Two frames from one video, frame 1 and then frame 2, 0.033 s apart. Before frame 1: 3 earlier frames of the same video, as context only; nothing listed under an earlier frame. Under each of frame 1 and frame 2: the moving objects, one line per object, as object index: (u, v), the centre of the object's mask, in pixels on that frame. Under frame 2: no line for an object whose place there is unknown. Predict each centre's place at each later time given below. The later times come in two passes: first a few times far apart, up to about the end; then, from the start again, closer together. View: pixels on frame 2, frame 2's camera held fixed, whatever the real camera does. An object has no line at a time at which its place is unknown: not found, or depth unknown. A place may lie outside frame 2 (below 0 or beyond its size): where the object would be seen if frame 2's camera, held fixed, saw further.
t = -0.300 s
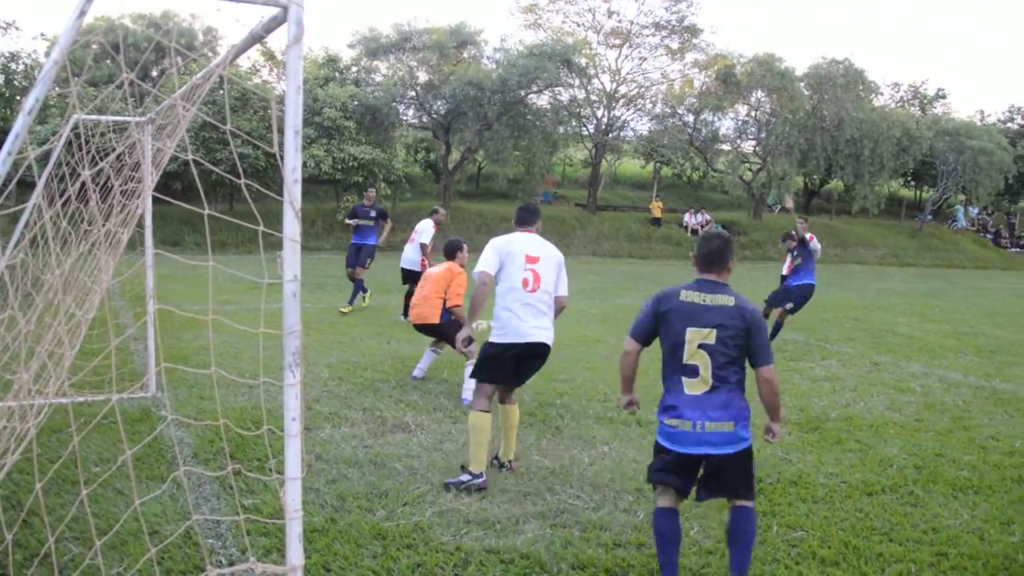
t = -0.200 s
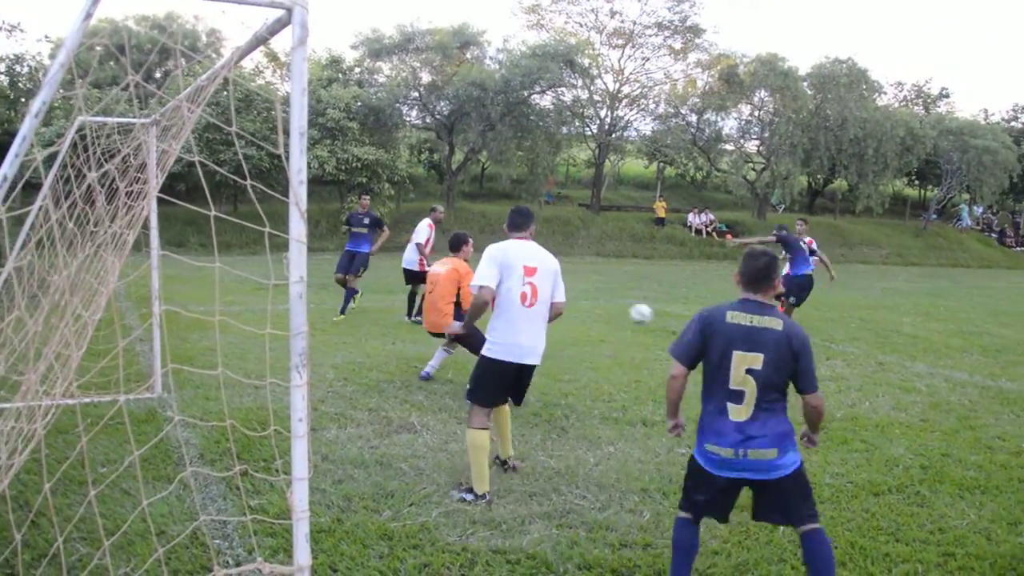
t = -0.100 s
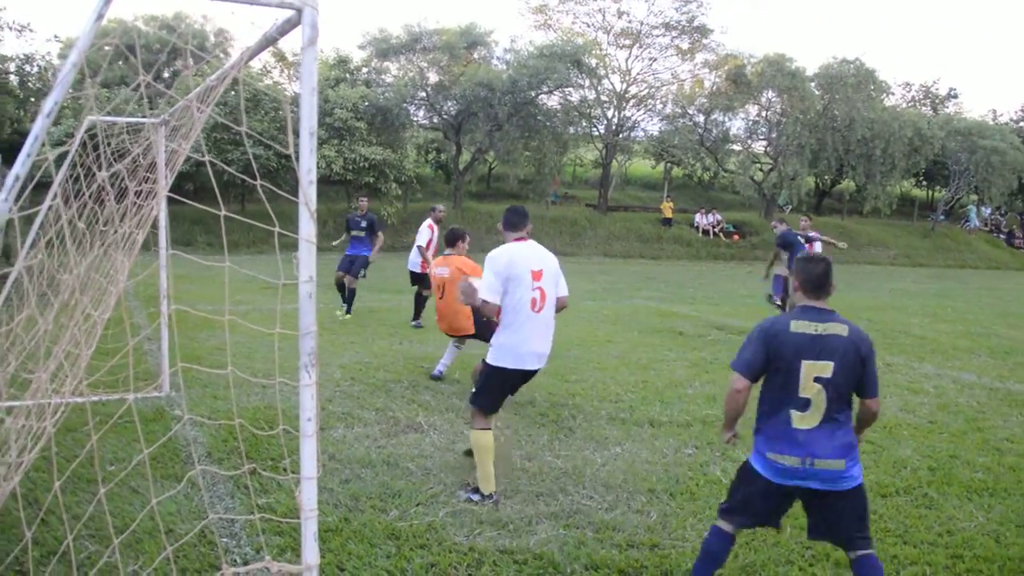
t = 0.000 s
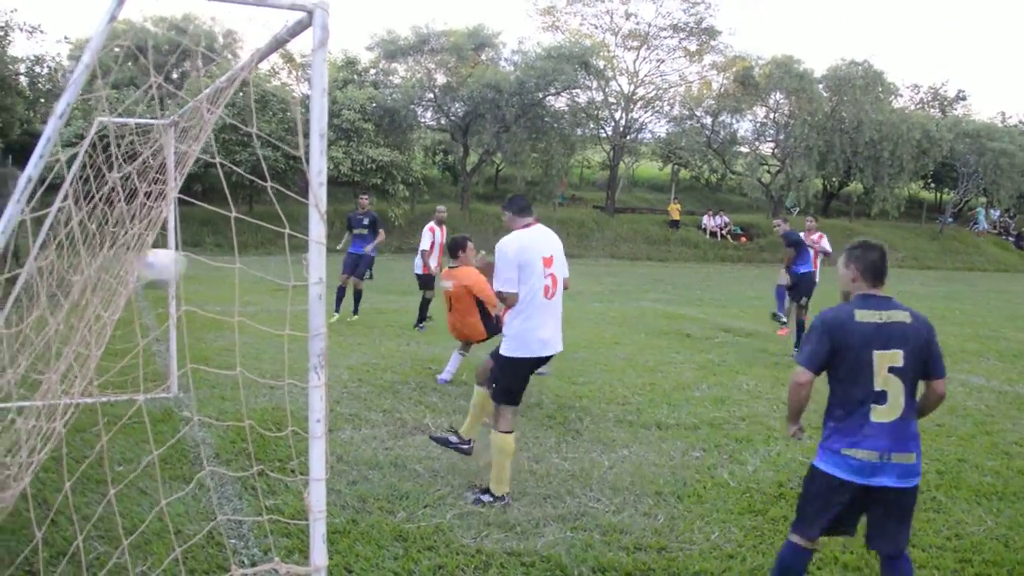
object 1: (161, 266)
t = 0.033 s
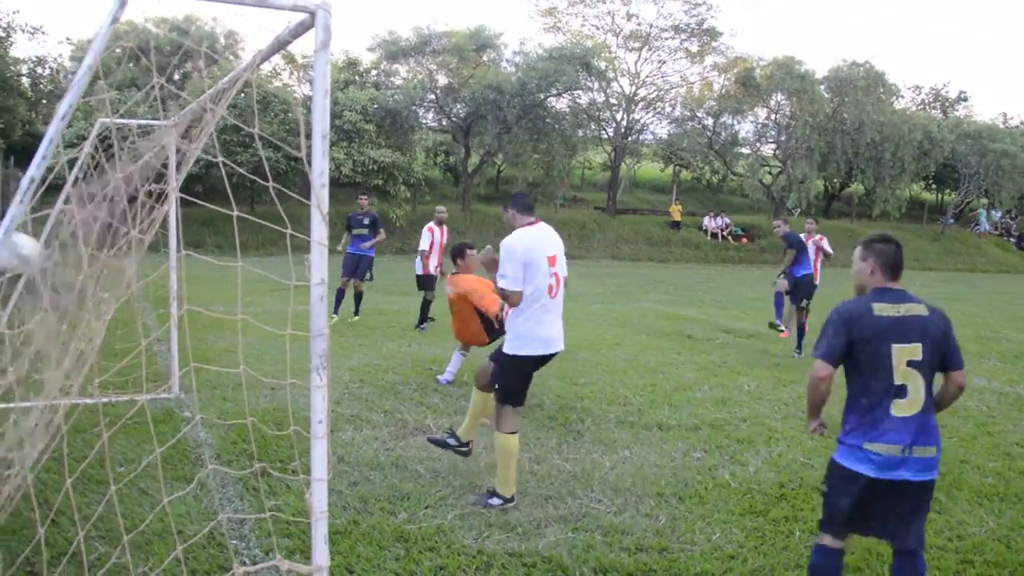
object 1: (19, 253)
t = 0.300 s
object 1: (81, 334)
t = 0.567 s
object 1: (223, 378)
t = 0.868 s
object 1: (298, 310)
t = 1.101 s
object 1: (347, 345)
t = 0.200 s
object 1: (-5, 258)
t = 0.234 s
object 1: (18, 279)
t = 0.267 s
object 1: (51, 306)
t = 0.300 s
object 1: (81, 334)
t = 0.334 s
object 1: (111, 362)
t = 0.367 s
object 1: (135, 391)
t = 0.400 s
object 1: (161, 418)
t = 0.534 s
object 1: (214, 397)
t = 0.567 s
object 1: (223, 378)
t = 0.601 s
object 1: (231, 364)
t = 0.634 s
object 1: (242, 350)
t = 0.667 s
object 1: (250, 340)
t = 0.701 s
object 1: (259, 331)
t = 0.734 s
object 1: (267, 323)
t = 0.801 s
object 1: (284, 313)
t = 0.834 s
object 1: (290, 311)
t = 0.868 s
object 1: (298, 310)
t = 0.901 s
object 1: (304, 311)
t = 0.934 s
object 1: (309, 313)
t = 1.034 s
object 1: (341, 328)
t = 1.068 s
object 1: (344, 335)
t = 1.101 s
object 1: (347, 345)
